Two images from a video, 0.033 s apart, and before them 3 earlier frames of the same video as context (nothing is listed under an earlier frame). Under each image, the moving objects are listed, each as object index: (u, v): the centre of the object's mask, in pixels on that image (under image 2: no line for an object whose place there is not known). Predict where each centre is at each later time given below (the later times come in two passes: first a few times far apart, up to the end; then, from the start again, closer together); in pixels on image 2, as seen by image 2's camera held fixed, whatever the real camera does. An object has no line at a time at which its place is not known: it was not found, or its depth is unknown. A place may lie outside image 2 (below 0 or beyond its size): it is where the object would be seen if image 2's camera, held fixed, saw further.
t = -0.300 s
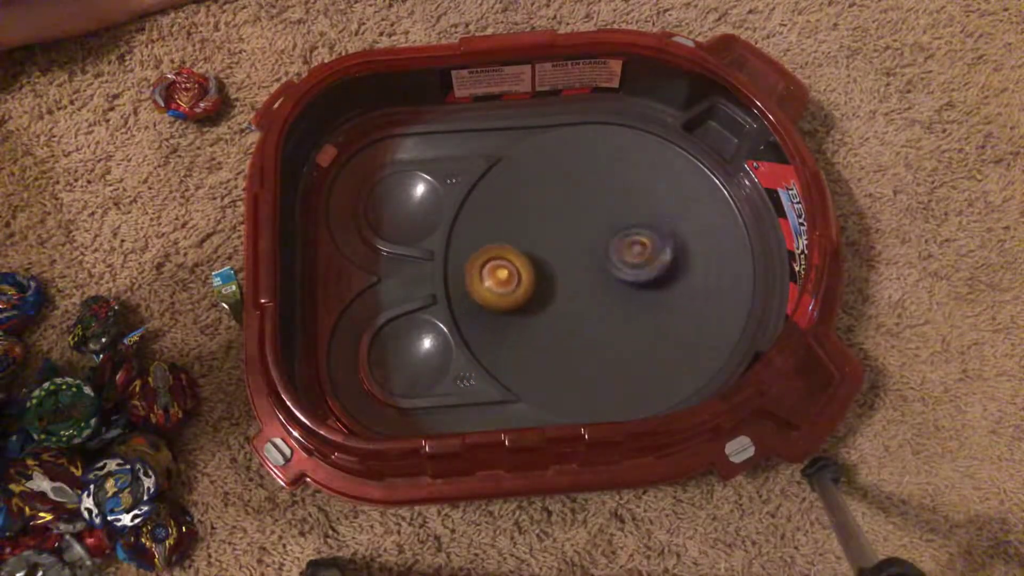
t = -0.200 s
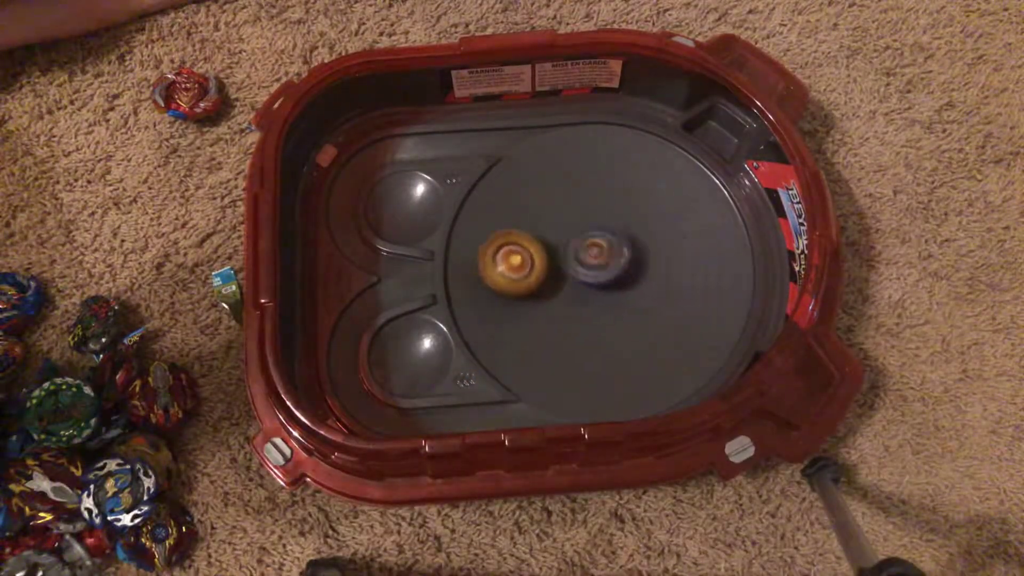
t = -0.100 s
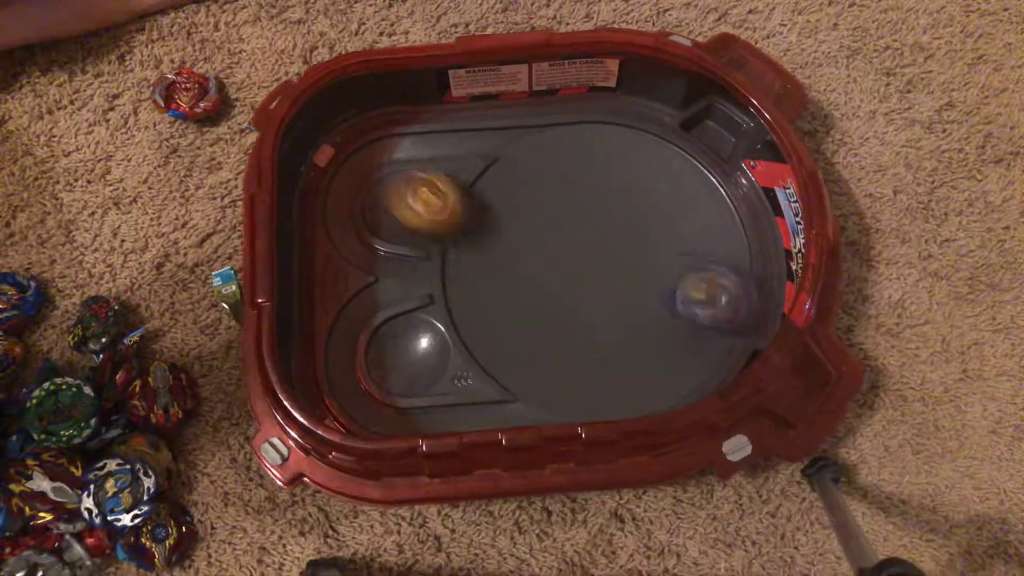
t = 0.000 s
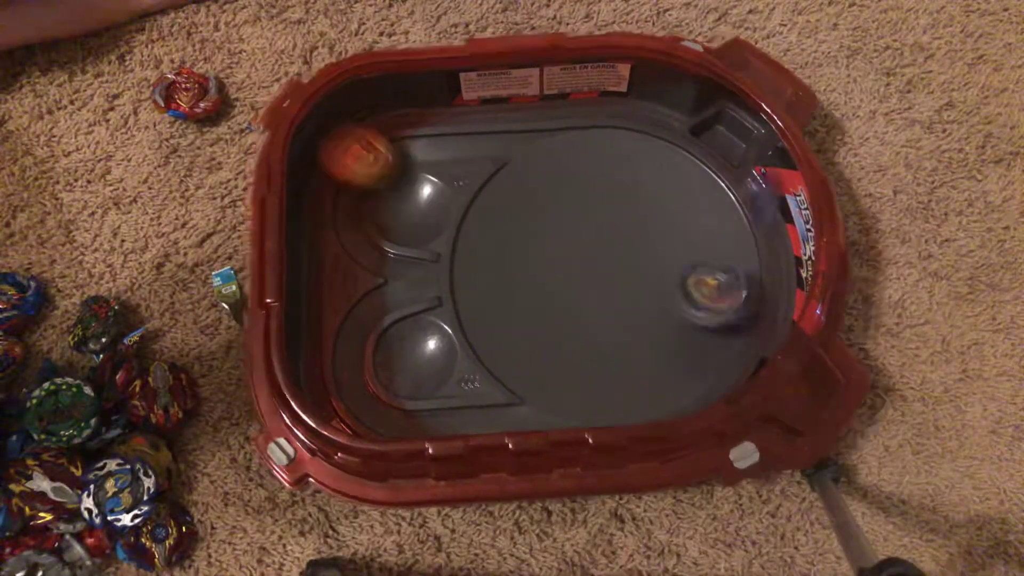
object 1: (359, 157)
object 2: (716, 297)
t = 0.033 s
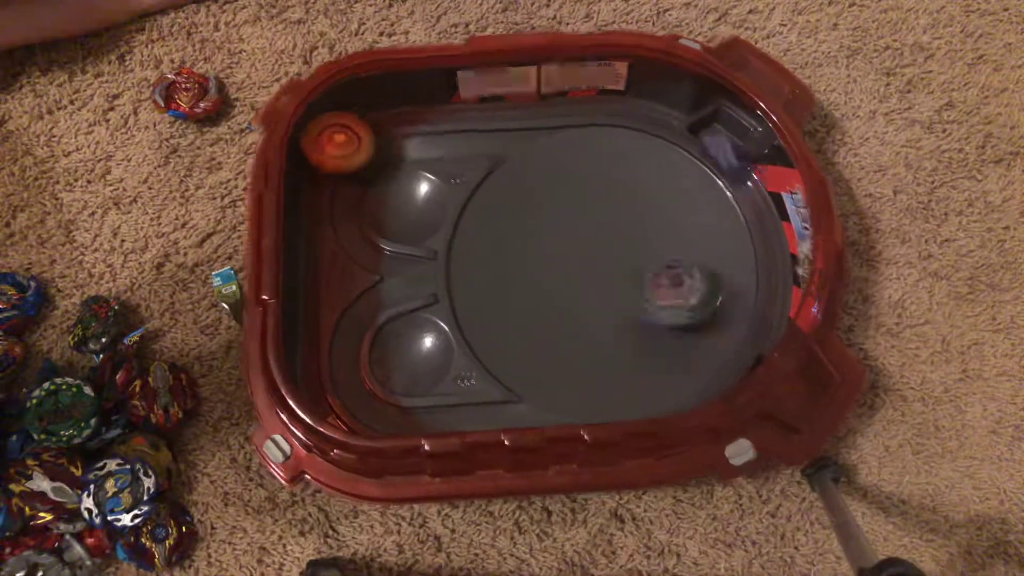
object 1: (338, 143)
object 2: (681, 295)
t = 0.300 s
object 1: (341, 180)
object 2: (481, 250)
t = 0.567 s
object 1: (374, 244)
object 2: (527, 246)
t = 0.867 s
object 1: (459, 269)
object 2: (527, 246)
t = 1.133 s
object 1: (531, 302)
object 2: (538, 240)
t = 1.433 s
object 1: (581, 295)
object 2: (538, 239)
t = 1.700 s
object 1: (600, 279)
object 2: (539, 241)
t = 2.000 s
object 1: (605, 272)
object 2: (538, 241)
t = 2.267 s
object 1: (604, 273)
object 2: (539, 241)
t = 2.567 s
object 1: (603, 276)
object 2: (539, 241)
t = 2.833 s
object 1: (598, 281)
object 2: (538, 241)
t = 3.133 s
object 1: (594, 284)
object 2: (538, 241)
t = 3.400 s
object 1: (591, 286)
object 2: (538, 241)
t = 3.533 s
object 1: (590, 287)
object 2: (538, 240)
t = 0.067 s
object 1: (335, 145)
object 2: (640, 295)
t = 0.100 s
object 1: (334, 150)
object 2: (607, 292)
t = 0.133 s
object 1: (331, 152)
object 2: (580, 287)
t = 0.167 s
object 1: (331, 155)
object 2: (549, 278)
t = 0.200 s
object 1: (332, 160)
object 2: (525, 270)
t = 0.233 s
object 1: (338, 168)
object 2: (505, 263)
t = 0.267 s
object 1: (344, 176)
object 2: (489, 255)
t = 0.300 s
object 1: (341, 180)
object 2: (481, 250)
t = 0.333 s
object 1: (333, 186)
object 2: (485, 248)
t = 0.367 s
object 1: (328, 194)
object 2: (495, 246)
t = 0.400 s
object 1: (330, 203)
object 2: (504, 247)
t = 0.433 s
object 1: (334, 213)
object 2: (511, 246)
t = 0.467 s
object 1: (341, 222)
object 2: (518, 247)
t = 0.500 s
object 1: (354, 231)
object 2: (523, 246)
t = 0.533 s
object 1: (365, 237)
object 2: (525, 247)
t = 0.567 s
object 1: (374, 244)
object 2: (527, 246)
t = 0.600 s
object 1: (383, 248)
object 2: (527, 247)
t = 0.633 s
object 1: (393, 248)
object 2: (527, 246)
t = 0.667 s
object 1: (404, 250)
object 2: (527, 247)
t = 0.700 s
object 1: (414, 256)
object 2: (527, 247)
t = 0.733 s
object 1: (424, 258)
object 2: (527, 247)
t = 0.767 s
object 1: (433, 259)
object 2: (526, 247)
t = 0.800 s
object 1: (440, 261)
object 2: (527, 247)
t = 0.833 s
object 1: (447, 264)
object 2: (526, 246)
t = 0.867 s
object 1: (459, 269)
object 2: (527, 246)
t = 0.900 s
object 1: (472, 275)
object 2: (528, 245)
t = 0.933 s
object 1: (483, 281)
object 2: (531, 243)
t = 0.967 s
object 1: (493, 286)
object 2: (533, 242)
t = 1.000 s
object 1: (501, 291)
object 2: (536, 241)
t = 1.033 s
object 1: (509, 295)
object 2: (536, 240)
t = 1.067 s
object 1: (517, 298)
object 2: (537, 240)
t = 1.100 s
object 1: (523, 300)
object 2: (538, 240)
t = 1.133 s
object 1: (531, 302)
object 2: (538, 240)
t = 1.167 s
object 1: (538, 304)
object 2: (539, 240)
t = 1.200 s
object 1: (543, 304)
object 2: (538, 240)
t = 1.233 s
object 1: (550, 304)
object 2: (538, 239)
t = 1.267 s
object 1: (556, 304)
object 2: (538, 239)
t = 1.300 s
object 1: (561, 304)
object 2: (538, 239)
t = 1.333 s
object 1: (566, 302)
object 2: (538, 239)
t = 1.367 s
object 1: (571, 300)
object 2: (538, 240)
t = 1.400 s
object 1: (576, 297)
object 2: (538, 239)
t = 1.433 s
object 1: (581, 295)
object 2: (538, 239)
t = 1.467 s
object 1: (584, 292)
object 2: (538, 240)
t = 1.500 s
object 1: (588, 289)
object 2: (538, 240)
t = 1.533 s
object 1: (590, 286)
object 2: (538, 240)
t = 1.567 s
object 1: (593, 284)
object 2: (538, 240)
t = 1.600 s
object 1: (595, 283)
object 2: (538, 240)
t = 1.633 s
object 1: (597, 281)
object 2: (539, 241)
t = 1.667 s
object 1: (599, 280)
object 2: (539, 241)
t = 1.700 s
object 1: (600, 279)
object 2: (539, 241)
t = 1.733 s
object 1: (601, 277)
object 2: (539, 241)
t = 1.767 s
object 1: (602, 276)
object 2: (538, 240)
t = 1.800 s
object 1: (602, 275)
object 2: (538, 240)
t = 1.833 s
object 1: (603, 273)
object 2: (539, 241)
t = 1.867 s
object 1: (603, 273)
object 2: (538, 240)
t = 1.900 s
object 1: (604, 273)
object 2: (538, 241)
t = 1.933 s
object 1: (604, 272)
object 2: (538, 241)
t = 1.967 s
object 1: (604, 272)
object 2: (538, 241)
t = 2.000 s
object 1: (605, 272)
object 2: (538, 241)
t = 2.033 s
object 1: (605, 272)
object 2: (538, 241)
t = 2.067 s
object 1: (605, 272)
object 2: (538, 241)
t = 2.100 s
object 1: (605, 272)
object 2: (538, 241)
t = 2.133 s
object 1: (605, 272)
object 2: (539, 241)
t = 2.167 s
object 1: (605, 272)
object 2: (539, 241)
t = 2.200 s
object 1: (604, 272)
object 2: (538, 241)
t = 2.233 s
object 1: (605, 273)
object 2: (539, 241)
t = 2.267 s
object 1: (604, 273)
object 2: (539, 241)
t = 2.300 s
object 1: (604, 274)
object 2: (539, 241)
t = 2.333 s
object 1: (605, 275)
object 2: (538, 241)
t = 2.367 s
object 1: (605, 275)
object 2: (538, 241)
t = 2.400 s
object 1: (604, 275)
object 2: (539, 241)
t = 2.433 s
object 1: (604, 275)
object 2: (539, 241)
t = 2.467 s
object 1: (604, 276)
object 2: (539, 241)
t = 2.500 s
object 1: (603, 276)
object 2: (539, 241)
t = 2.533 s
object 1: (603, 276)
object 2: (539, 241)
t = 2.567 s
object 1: (603, 276)
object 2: (539, 241)
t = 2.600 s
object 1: (602, 277)
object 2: (539, 241)
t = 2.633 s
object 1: (601, 277)
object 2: (538, 241)
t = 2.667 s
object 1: (601, 278)
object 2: (538, 241)
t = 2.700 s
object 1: (600, 278)
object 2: (538, 241)
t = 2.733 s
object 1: (600, 279)
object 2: (539, 241)
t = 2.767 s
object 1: (599, 280)
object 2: (538, 241)
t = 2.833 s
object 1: (598, 281)
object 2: (538, 241)
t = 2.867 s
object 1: (598, 281)
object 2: (538, 241)
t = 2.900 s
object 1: (597, 282)
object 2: (538, 241)
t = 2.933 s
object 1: (597, 282)
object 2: (538, 241)
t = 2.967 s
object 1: (596, 283)
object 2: (538, 241)
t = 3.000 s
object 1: (596, 283)
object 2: (538, 241)
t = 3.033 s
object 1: (596, 283)
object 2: (538, 241)
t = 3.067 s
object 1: (595, 284)
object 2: (538, 241)
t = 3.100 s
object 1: (595, 284)
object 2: (538, 241)
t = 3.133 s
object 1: (594, 284)
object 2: (538, 241)
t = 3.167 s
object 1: (593, 285)
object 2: (538, 241)
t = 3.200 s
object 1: (593, 285)
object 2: (538, 241)
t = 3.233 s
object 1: (593, 286)
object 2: (538, 241)
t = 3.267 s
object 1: (593, 285)
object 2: (538, 241)
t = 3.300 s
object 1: (592, 286)
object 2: (538, 241)
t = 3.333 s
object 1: (592, 286)
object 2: (538, 241)
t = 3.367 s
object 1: (591, 286)
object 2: (538, 241)
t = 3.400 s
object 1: (591, 286)
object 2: (538, 241)
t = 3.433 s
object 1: (591, 286)
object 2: (538, 240)
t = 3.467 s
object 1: (591, 287)
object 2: (538, 240)
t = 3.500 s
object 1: (590, 287)
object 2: (538, 240)
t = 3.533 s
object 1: (590, 287)
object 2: (538, 240)
